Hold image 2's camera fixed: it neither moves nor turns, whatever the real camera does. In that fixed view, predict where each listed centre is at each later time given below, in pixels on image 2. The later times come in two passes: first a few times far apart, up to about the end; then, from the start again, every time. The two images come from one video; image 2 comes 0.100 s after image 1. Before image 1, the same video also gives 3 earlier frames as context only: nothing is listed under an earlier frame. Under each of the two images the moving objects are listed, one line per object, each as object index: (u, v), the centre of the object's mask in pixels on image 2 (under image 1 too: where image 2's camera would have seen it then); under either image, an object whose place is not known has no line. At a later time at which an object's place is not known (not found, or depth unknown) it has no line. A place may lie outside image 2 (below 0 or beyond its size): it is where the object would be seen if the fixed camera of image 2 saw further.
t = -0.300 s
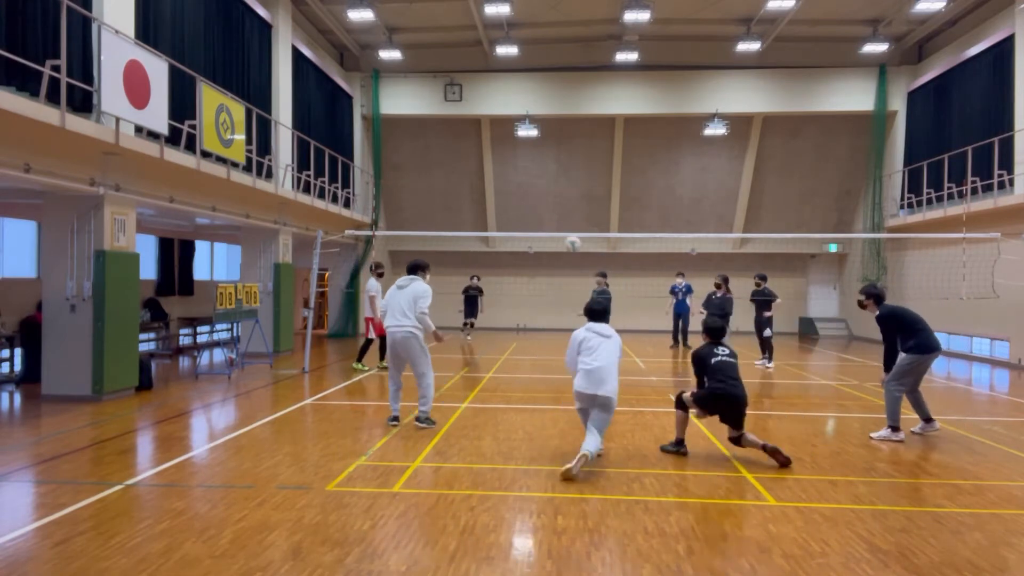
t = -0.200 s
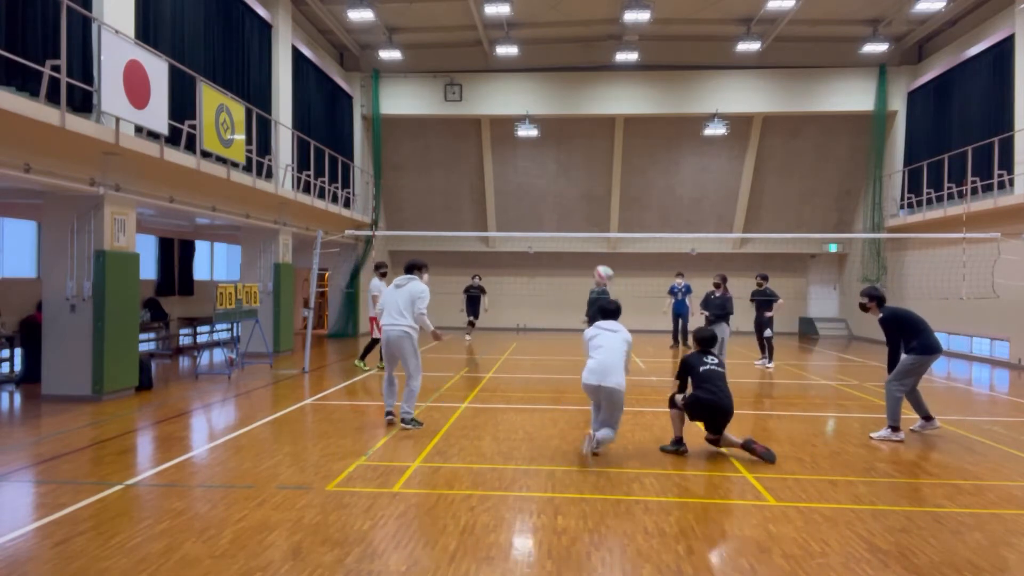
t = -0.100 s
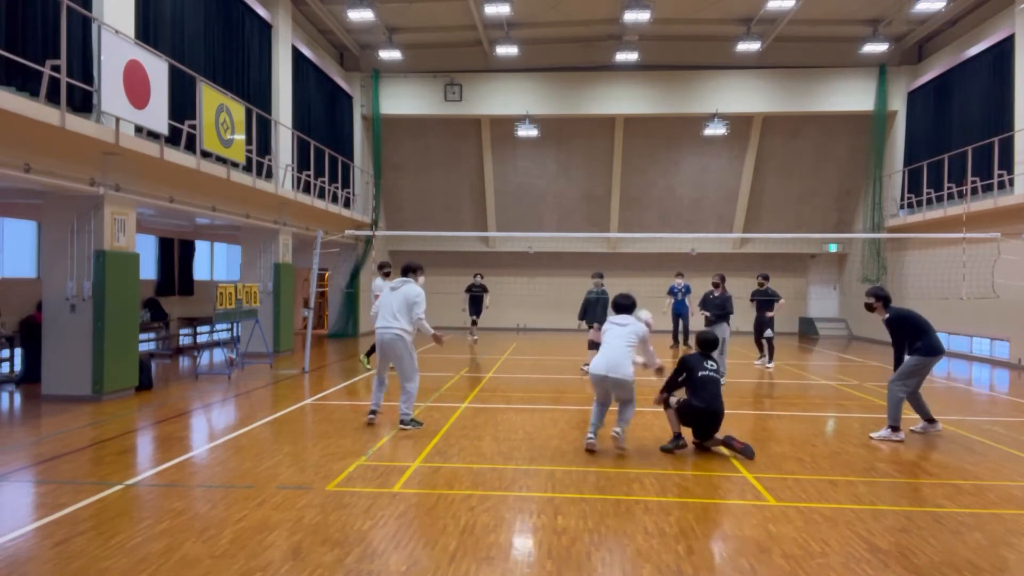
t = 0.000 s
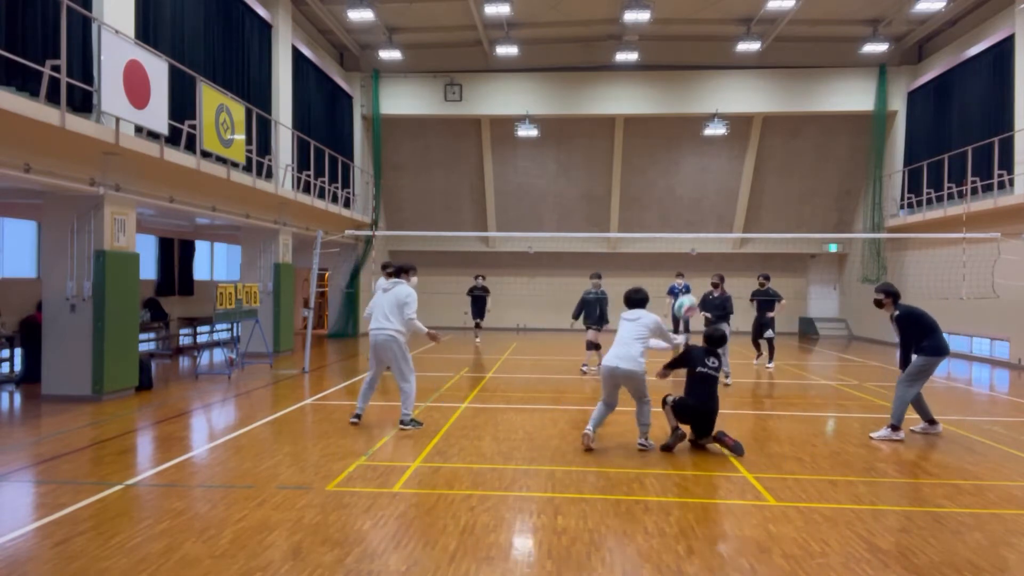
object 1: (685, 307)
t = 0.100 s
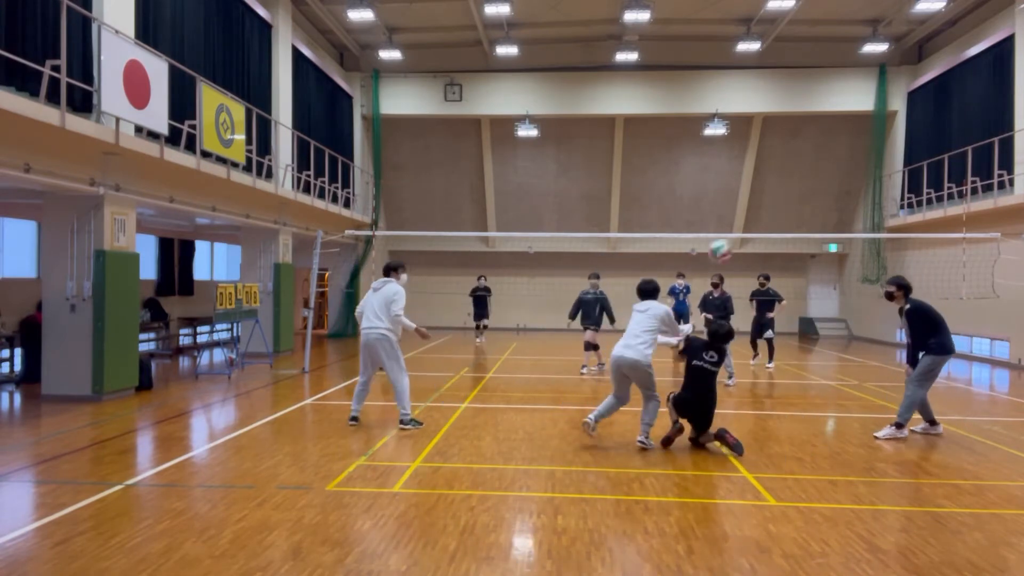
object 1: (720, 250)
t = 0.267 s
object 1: (775, 183)
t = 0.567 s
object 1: (867, 139)
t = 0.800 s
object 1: (933, 164)
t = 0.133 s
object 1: (731, 233)
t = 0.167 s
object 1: (741, 220)
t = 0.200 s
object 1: (753, 207)
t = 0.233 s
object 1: (764, 194)
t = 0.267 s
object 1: (775, 183)
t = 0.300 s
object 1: (784, 174)
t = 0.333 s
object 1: (796, 166)
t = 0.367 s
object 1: (806, 158)
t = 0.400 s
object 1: (817, 152)
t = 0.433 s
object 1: (827, 147)
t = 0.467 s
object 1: (837, 143)
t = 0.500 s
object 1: (847, 141)
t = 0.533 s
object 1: (857, 140)
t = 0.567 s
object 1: (867, 139)
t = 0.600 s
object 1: (876, 140)
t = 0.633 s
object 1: (886, 141)
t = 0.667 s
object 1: (897, 143)
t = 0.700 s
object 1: (906, 147)
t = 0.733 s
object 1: (915, 152)
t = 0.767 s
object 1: (924, 157)
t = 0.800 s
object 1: (933, 164)
